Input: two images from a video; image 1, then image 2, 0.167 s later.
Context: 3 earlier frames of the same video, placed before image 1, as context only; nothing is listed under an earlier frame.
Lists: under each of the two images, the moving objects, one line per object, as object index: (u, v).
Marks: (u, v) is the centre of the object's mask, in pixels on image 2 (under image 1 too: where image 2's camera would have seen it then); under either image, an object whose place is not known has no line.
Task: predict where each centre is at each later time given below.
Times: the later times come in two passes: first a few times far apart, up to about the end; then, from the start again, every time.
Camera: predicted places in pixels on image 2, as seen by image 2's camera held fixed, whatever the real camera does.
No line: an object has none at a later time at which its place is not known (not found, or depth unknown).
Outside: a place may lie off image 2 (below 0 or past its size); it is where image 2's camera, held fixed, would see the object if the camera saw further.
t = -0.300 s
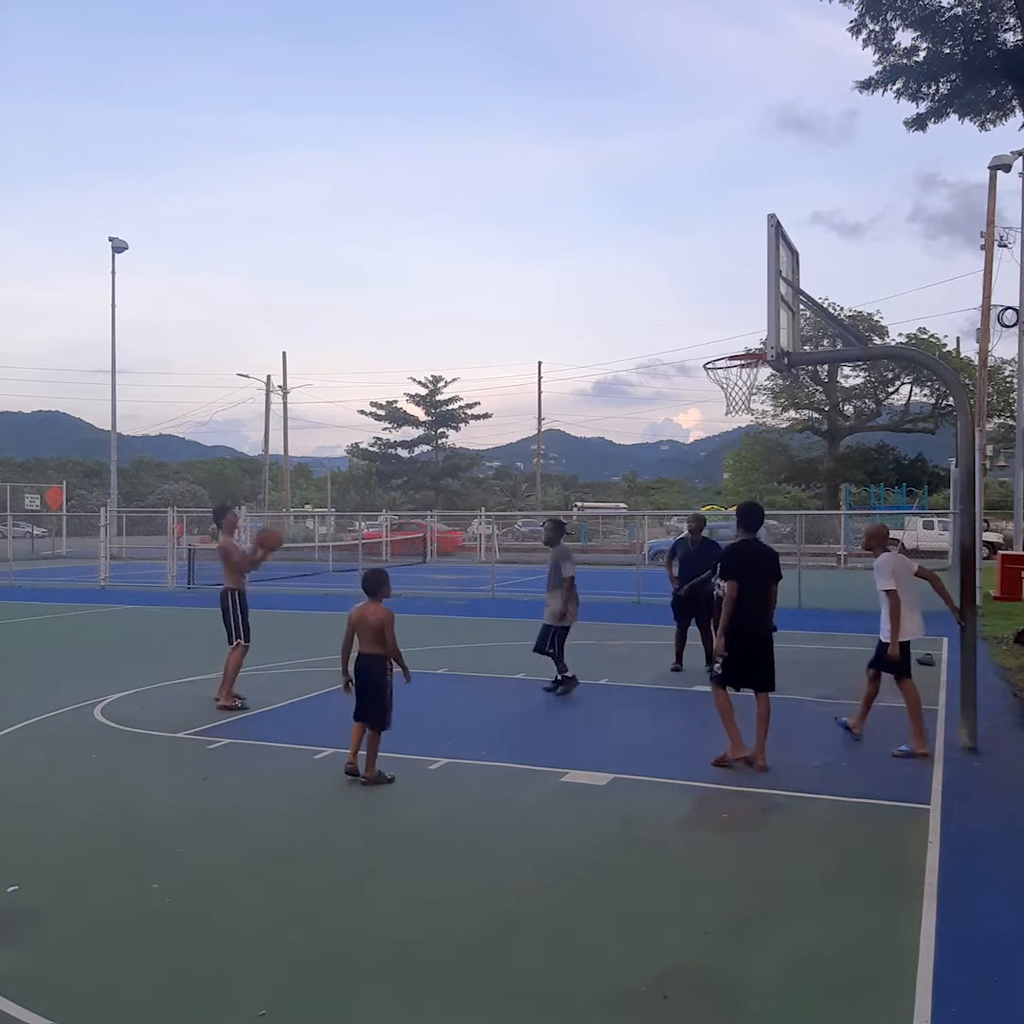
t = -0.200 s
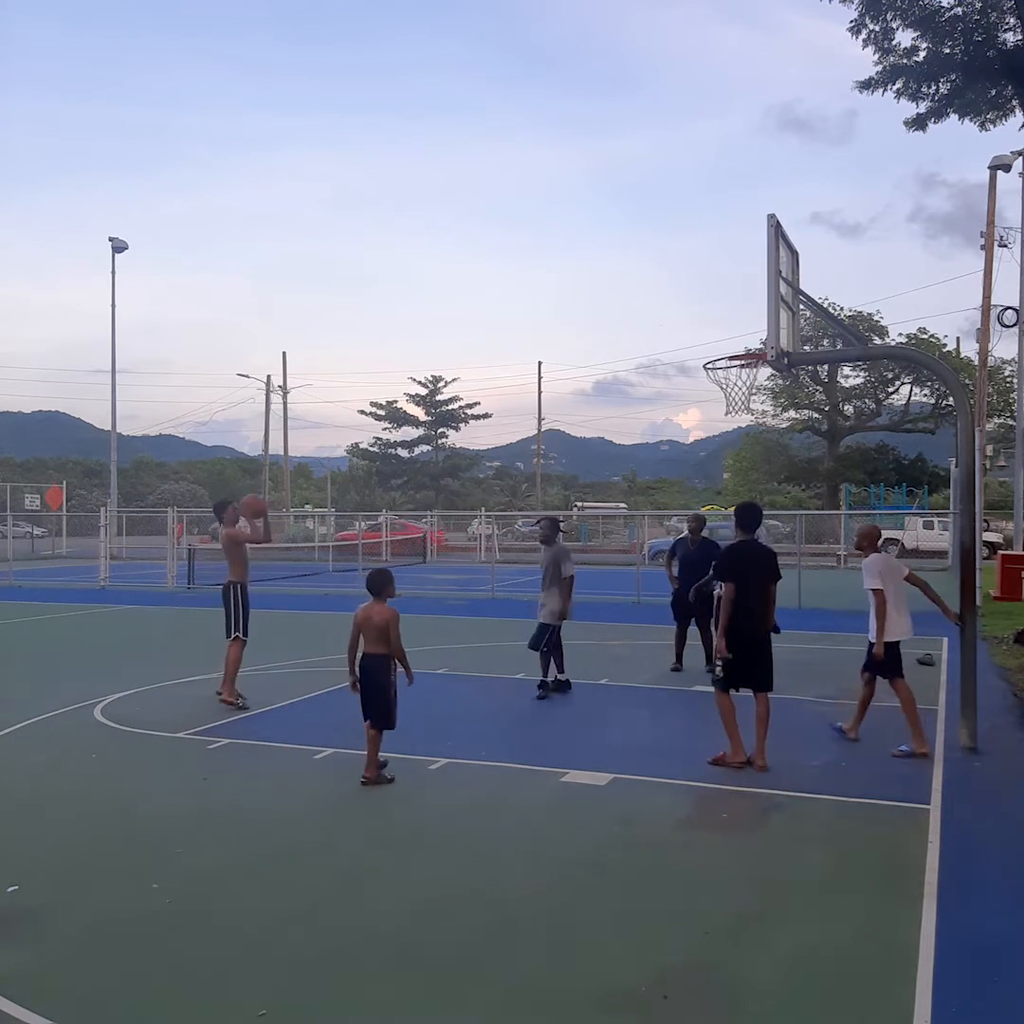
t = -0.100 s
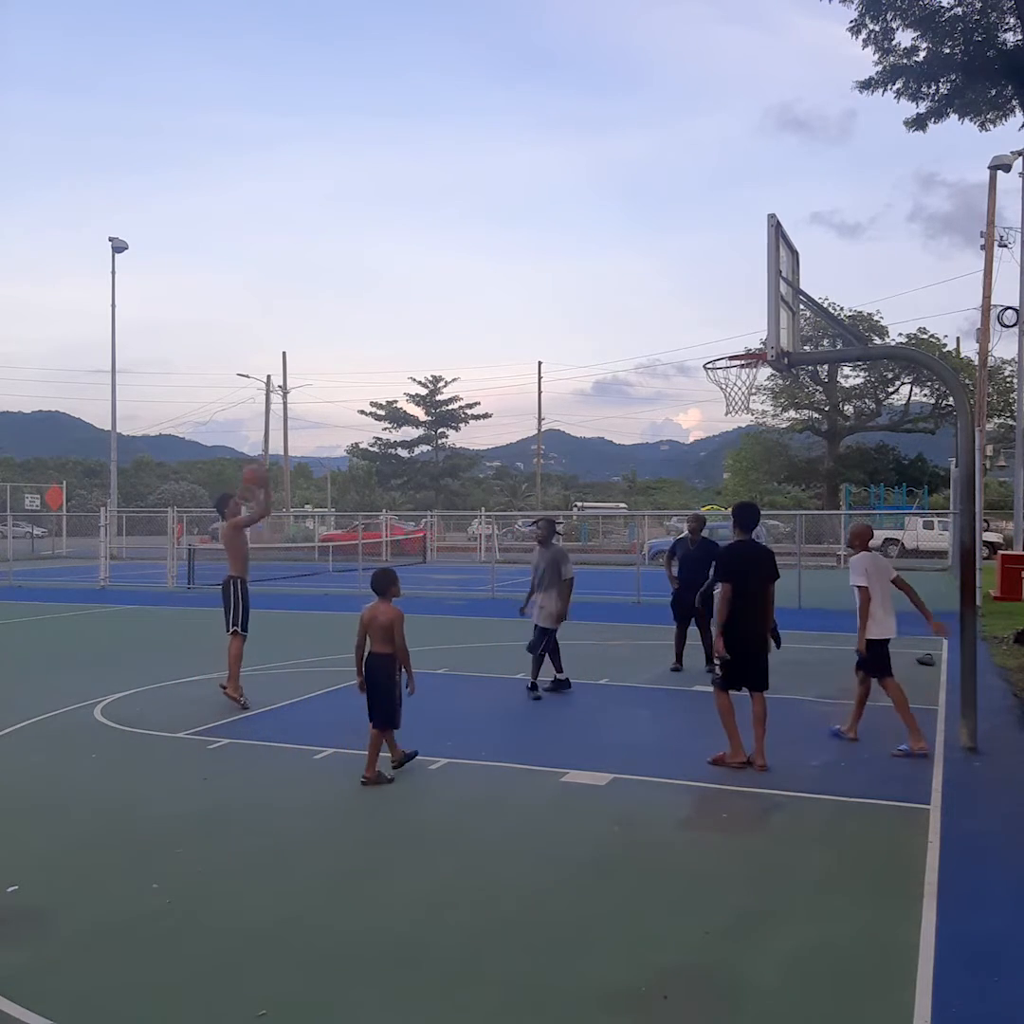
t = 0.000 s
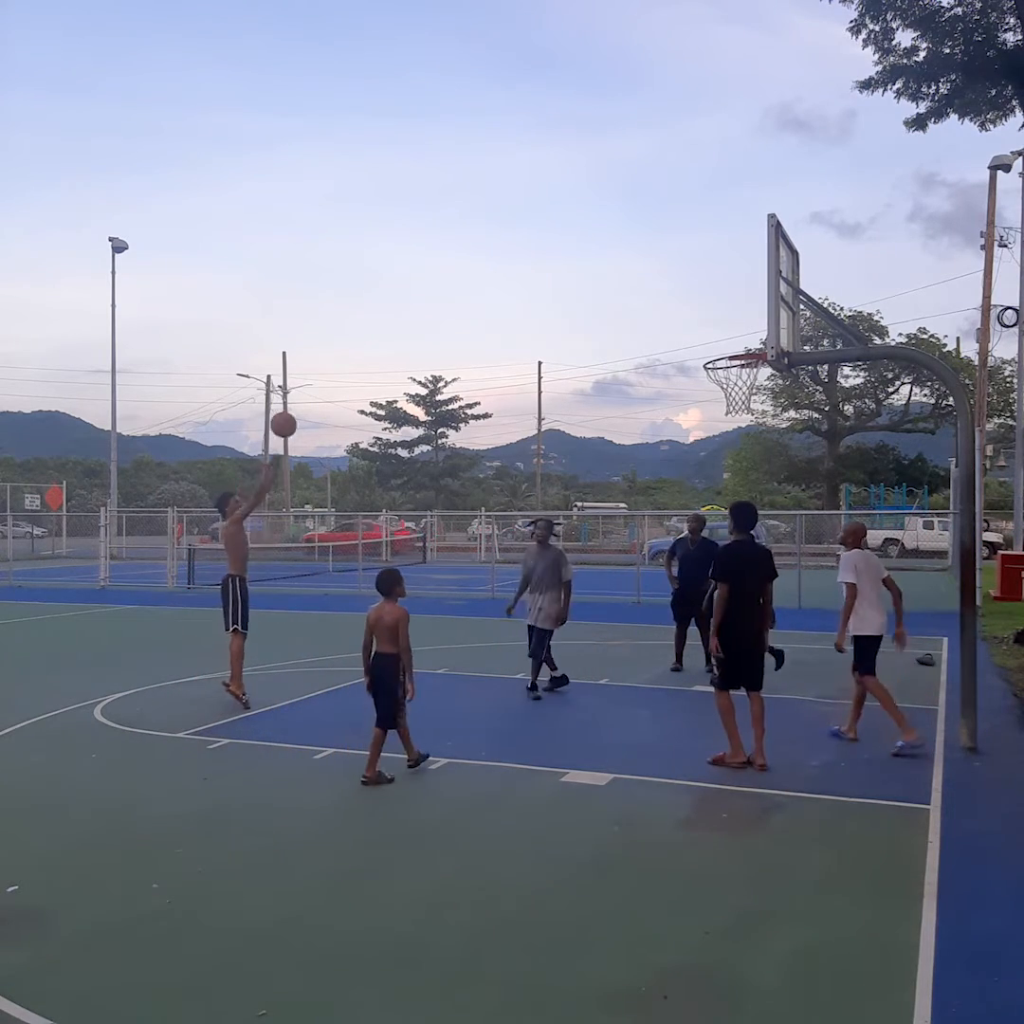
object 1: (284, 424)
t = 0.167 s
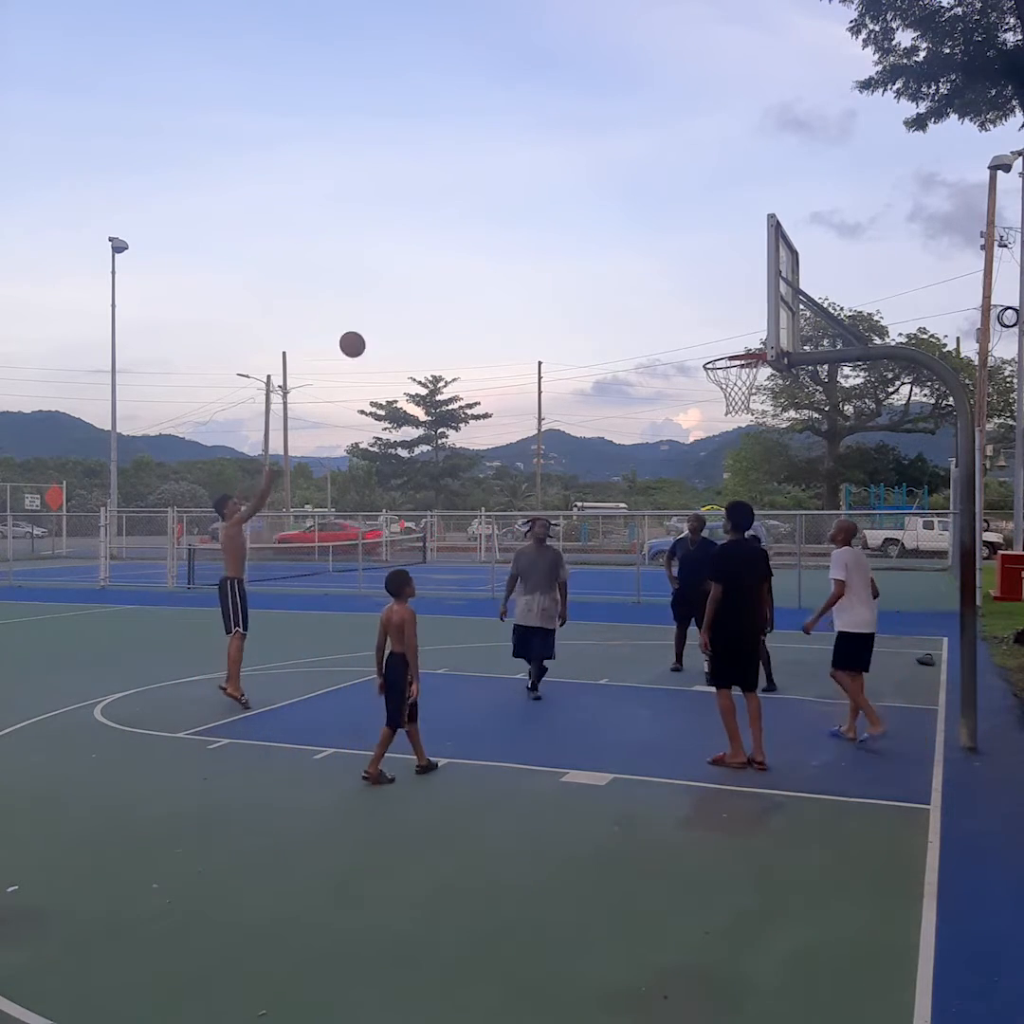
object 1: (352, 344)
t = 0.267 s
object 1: (394, 309)
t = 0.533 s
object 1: (510, 266)
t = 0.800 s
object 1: (632, 298)
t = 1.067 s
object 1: (734, 347)
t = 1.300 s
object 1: (727, 336)
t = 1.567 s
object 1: (712, 342)
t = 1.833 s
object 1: (719, 358)
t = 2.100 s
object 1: (738, 413)
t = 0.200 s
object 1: (366, 332)
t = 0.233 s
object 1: (380, 320)
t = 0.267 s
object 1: (394, 309)
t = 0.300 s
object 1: (408, 300)
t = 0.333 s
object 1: (423, 291)
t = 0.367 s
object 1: (437, 284)
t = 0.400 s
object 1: (452, 278)
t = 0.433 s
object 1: (466, 273)
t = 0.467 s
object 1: (481, 269)
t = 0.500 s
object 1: (496, 267)
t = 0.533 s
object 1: (510, 266)
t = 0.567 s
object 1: (526, 265)
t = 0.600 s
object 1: (540, 266)
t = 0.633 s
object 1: (556, 269)
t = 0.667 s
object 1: (571, 272)
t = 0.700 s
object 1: (586, 277)
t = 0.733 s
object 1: (602, 283)
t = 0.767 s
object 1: (617, 290)
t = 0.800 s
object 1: (632, 298)
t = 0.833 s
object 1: (648, 308)
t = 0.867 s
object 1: (664, 319)
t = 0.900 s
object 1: (680, 332)
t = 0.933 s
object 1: (695, 346)
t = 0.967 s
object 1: (707, 353)
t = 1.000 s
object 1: (716, 350)
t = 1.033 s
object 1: (725, 348)
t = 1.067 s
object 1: (734, 347)
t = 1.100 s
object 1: (744, 348)
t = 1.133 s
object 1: (748, 348)
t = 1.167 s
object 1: (744, 343)
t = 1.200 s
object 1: (739, 339)
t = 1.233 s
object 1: (736, 337)
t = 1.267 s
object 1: (731, 336)
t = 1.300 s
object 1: (727, 336)
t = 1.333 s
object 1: (723, 338)
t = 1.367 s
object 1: (719, 342)
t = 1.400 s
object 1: (715, 346)
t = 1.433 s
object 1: (711, 352)
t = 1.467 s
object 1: (710, 352)
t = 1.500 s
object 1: (711, 347)
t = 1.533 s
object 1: (711, 343)
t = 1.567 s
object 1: (712, 342)
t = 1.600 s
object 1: (712, 341)
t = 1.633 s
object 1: (713, 342)
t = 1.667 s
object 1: (713, 344)
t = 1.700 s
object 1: (713, 347)
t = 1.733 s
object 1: (714, 352)
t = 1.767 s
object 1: (715, 356)
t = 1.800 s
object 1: (717, 357)
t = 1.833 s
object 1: (719, 358)
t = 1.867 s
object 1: (721, 361)
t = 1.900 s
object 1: (724, 365)
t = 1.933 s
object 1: (726, 371)
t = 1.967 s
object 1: (729, 378)
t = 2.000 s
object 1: (731, 386)
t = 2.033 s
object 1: (734, 395)
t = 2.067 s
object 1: (736, 403)
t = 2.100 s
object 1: (738, 413)
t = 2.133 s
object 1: (741, 425)
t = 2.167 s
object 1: (744, 437)
